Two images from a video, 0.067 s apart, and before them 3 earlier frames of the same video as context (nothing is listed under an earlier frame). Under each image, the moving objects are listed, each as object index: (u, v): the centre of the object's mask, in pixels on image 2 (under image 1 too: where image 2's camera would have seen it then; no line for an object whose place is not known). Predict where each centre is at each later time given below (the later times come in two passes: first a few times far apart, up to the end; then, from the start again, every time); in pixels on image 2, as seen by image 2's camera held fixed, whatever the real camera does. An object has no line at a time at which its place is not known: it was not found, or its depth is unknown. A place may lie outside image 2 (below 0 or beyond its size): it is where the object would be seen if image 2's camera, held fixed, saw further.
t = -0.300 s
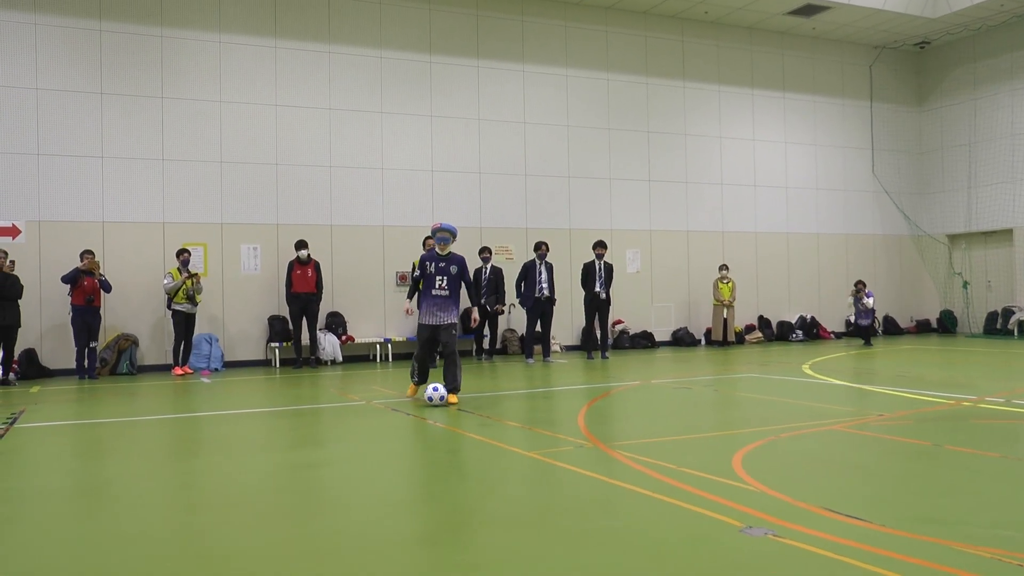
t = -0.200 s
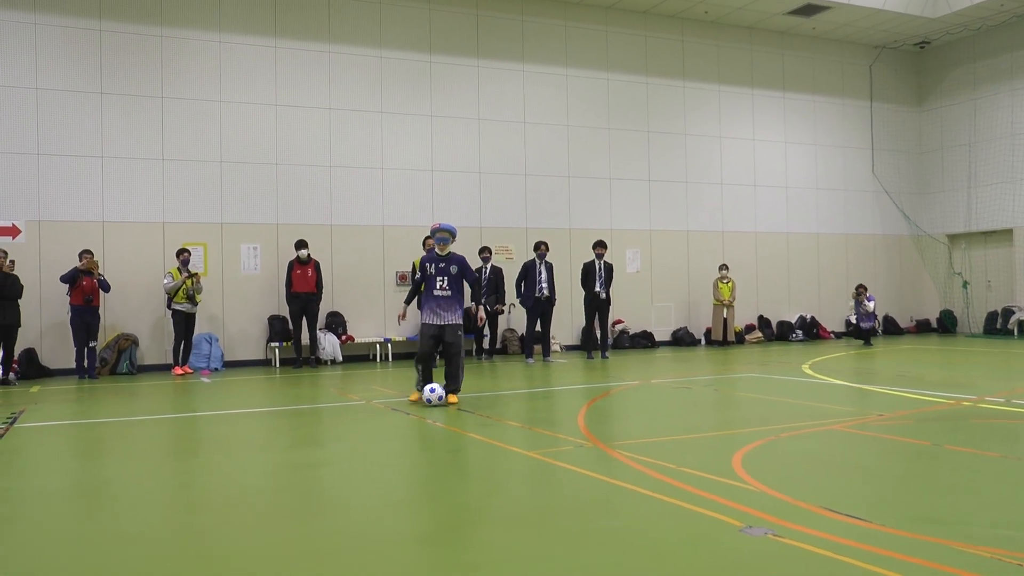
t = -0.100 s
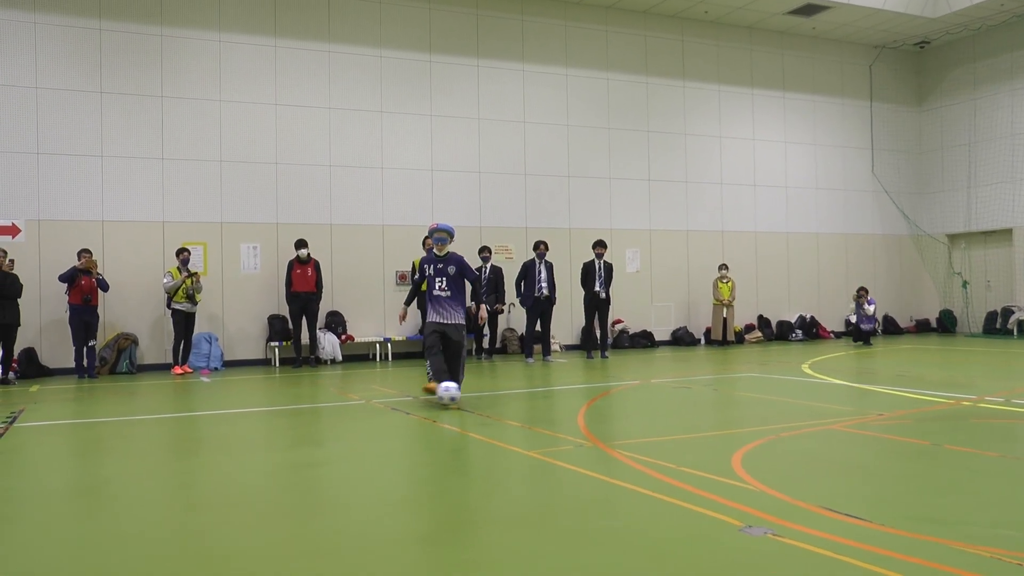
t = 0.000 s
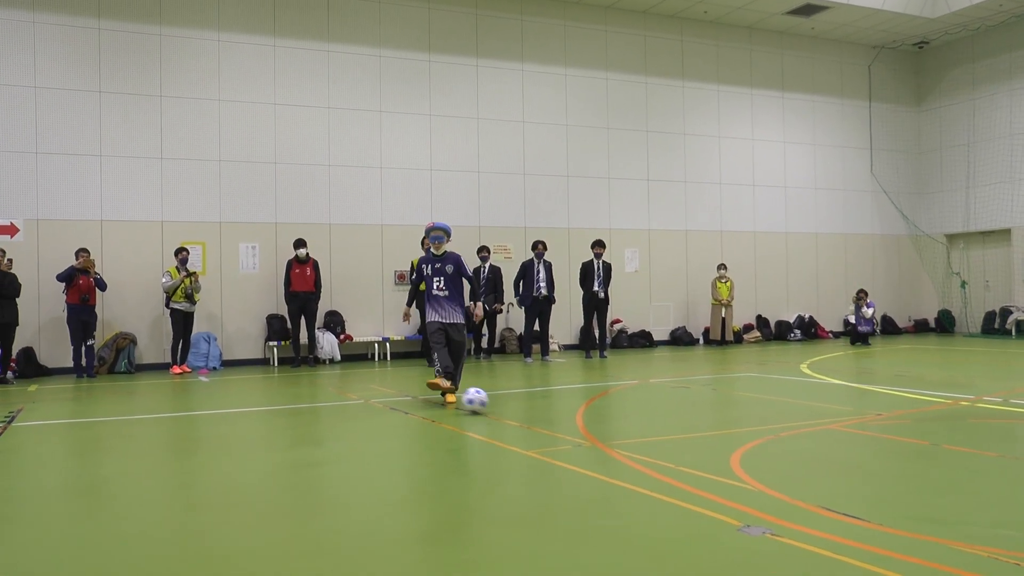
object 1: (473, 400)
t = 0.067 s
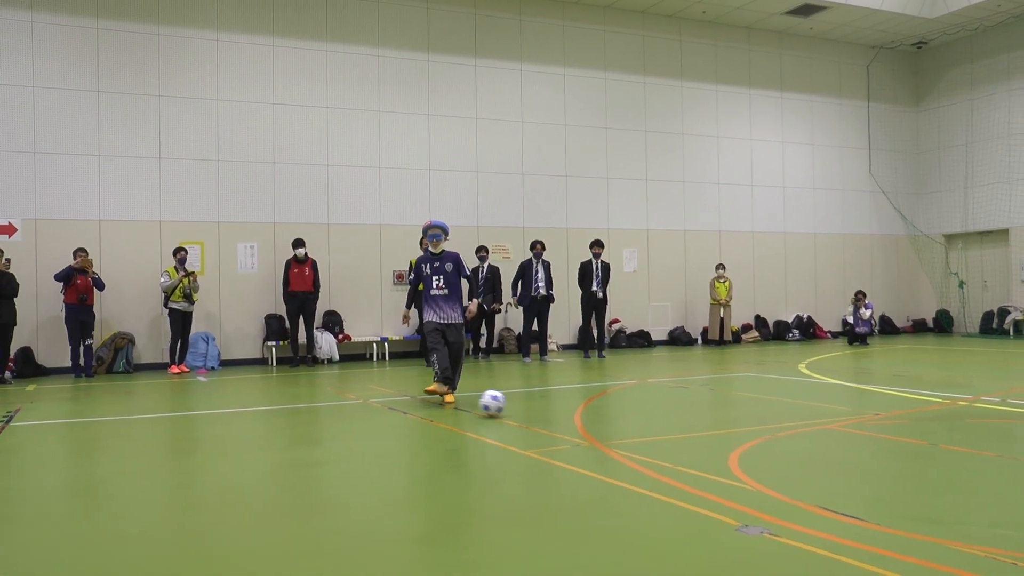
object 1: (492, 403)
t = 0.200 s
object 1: (529, 411)
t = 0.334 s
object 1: (565, 416)
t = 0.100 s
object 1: (502, 405)
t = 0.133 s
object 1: (512, 407)
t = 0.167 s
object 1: (521, 408)
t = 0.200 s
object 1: (529, 411)
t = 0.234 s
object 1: (538, 412)
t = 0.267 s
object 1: (547, 413)
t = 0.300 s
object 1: (557, 415)
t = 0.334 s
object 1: (565, 416)
